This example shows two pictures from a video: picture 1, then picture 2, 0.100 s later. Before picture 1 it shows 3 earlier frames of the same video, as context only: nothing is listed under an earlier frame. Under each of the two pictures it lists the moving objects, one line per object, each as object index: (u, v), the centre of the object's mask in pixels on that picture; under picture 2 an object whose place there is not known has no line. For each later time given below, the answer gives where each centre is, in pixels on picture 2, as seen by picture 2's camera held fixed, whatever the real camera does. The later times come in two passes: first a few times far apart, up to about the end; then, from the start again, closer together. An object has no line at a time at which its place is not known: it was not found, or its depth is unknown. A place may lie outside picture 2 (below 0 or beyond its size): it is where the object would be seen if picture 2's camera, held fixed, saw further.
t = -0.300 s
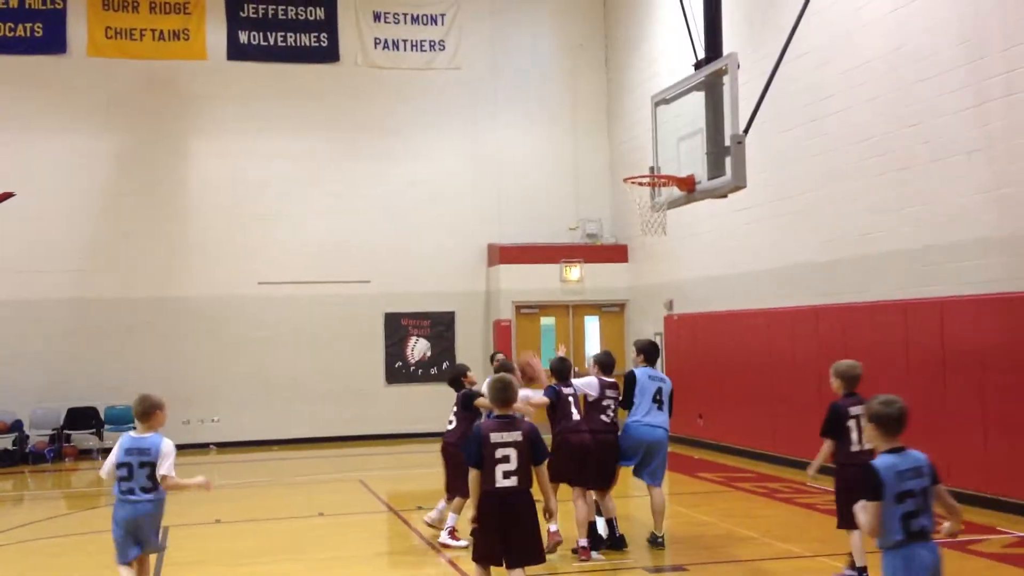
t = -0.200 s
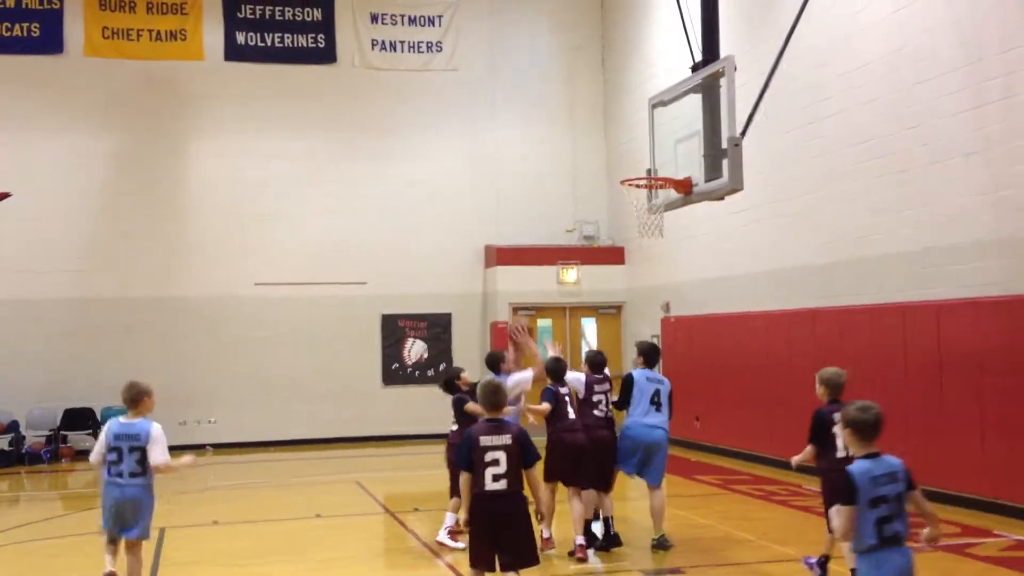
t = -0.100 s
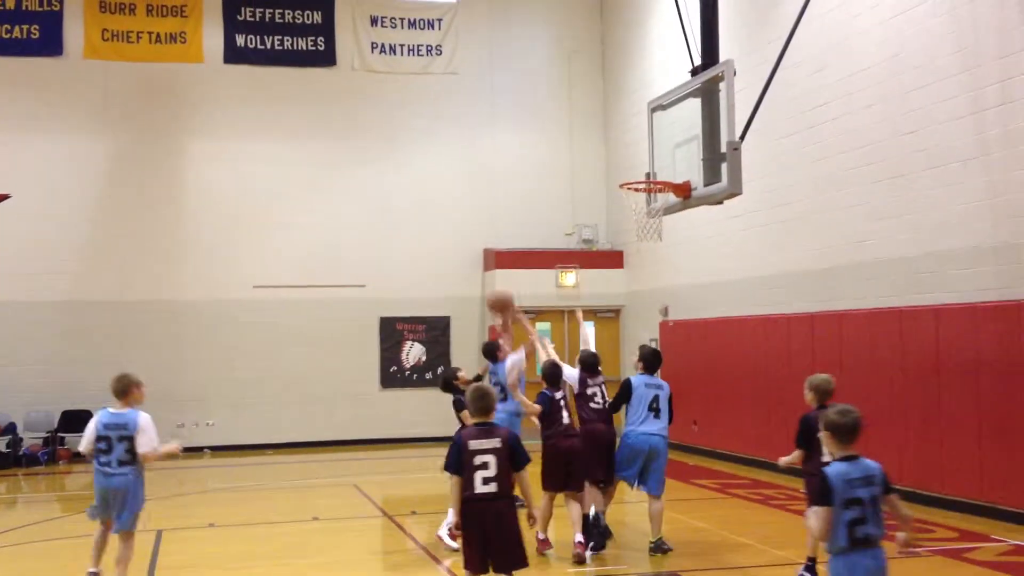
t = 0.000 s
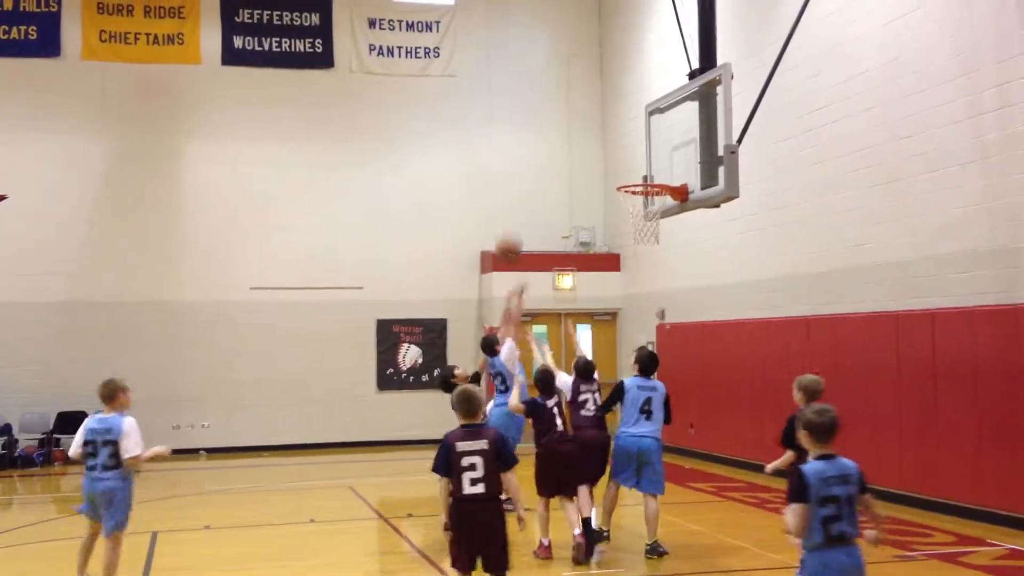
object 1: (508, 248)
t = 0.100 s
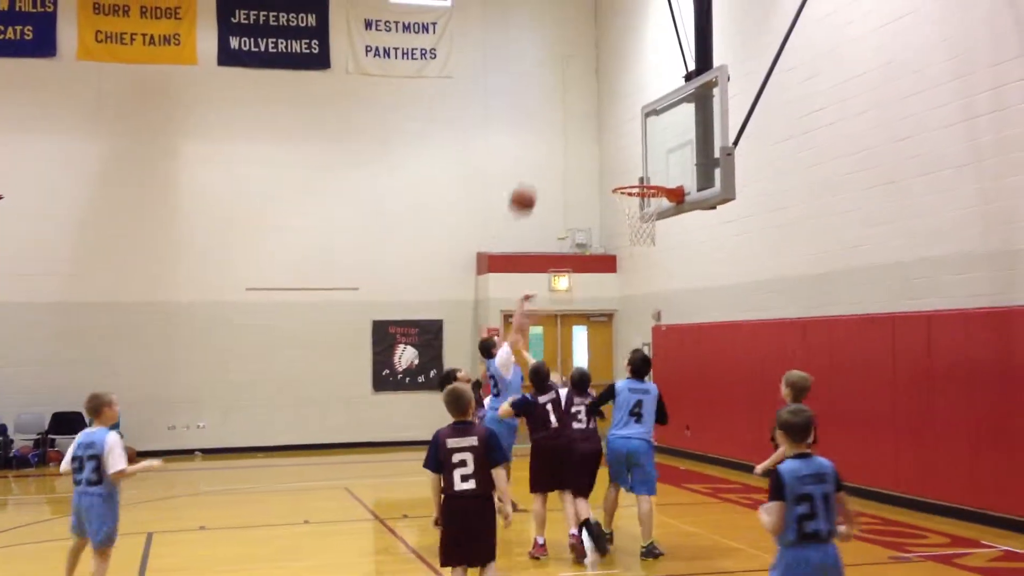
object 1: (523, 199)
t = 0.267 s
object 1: (553, 142)
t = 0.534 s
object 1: (602, 114)
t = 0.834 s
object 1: (661, 178)
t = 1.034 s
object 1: (698, 278)
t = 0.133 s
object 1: (529, 185)
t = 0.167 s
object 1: (535, 172)
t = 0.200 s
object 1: (541, 161)
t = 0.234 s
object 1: (547, 150)
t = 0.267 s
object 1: (553, 142)
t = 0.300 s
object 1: (560, 134)
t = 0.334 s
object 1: (566, 128)
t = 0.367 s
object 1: (572, 122)
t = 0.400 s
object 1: (578, 118)
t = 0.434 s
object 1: (584, 116)
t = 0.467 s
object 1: (590, 114)
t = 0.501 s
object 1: (597, 113)
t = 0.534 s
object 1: (602, 114)
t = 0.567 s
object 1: (609, 117)
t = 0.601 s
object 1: (615, 119)
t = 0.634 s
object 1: (622, 124)
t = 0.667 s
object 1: (628, 130)
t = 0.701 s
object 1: (634, 137)
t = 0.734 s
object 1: (640, 145)
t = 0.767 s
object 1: (647, 155)
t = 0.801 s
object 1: (654, 166)
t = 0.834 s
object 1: (661, 178)
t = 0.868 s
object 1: (667, 191)
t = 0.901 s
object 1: (673, 208)
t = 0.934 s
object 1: (680, 224)
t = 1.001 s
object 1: (692, 257)
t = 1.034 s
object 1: (698, 278)
